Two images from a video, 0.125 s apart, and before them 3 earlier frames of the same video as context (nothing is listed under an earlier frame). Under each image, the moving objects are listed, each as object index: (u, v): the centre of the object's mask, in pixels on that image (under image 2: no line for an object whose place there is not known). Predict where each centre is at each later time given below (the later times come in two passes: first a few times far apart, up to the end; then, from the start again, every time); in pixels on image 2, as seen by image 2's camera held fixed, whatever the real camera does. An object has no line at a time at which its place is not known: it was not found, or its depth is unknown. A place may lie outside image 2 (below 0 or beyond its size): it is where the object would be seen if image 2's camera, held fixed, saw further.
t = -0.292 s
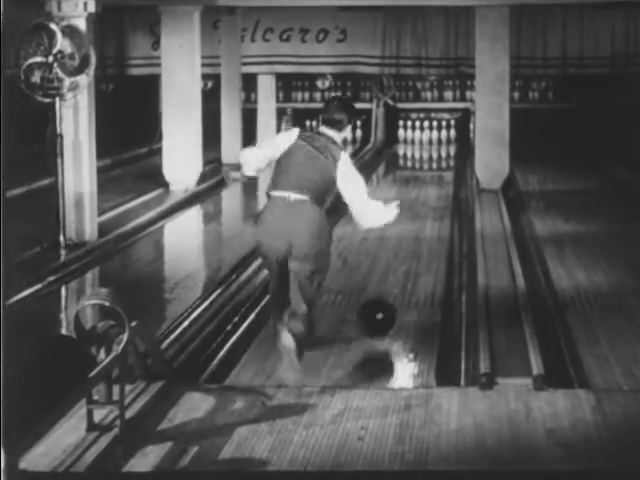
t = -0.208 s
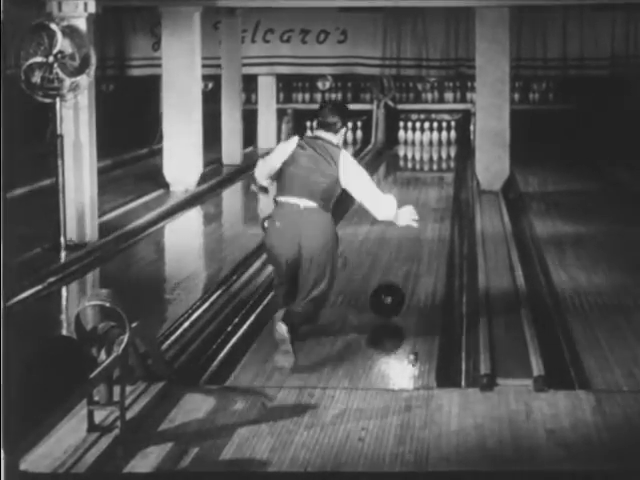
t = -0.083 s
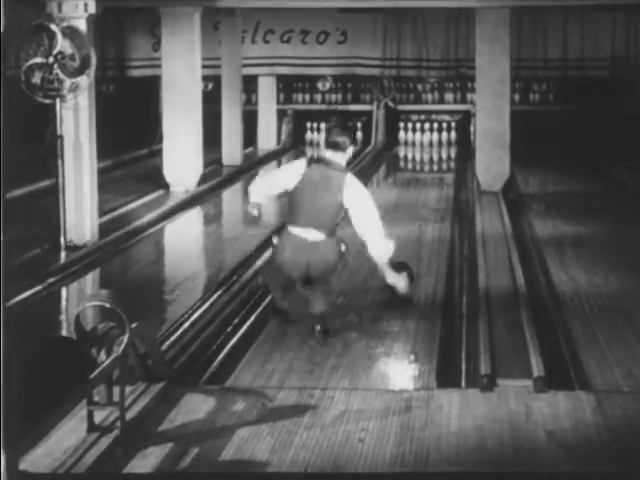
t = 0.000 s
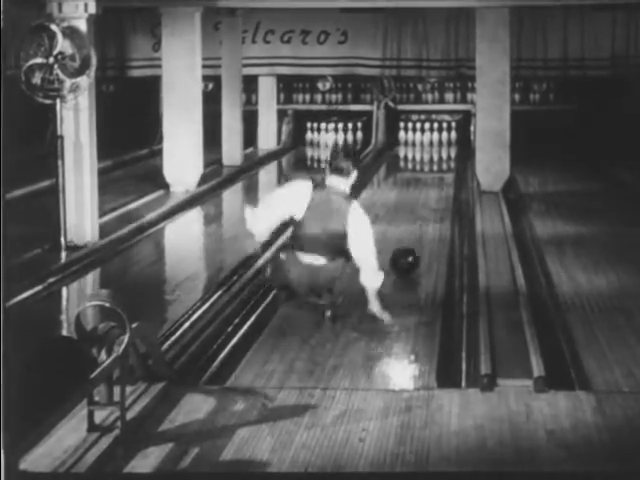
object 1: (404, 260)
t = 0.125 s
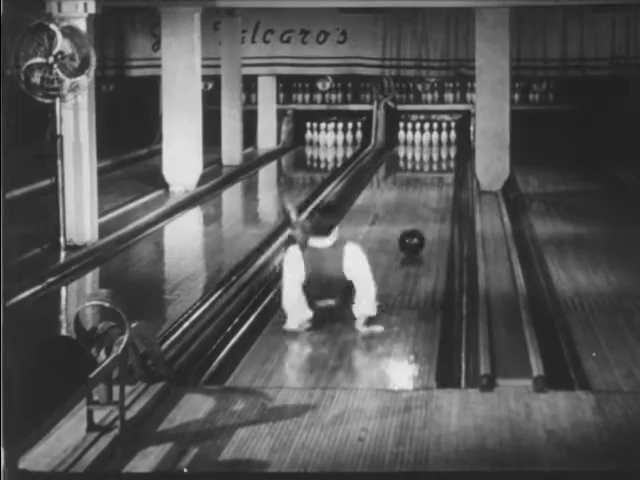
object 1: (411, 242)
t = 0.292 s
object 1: (419, 220)
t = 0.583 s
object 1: (428, 195)
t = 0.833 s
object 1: (432, 178)
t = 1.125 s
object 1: (434, 165)
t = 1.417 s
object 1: (435, 155)
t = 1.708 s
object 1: (435, 148)
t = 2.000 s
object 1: (439, 138)
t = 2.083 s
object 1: (441, 137)
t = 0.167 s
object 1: (413, 236)
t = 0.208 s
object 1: (415, 230)
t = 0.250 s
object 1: (417, 226)
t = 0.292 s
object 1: (419, 220)
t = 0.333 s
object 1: (421, 216)
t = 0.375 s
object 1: (422, 212)
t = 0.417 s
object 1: (423, 209)
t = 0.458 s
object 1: (425, 204)
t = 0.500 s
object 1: (425, 201)
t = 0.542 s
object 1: (427, 198)
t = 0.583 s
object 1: (428, 195)
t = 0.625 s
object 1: (429, 192)
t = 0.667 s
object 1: (429, 189)
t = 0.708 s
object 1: (429, 186)
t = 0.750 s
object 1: (431, 184)
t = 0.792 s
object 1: (432, 181)
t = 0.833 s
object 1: (432, 178)
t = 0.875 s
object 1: (433, 176)
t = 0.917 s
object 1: (433, 173)
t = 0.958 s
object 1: (433, 171)
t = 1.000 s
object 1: (433, 170)
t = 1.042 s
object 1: (434, 168)
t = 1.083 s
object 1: (434, 167)
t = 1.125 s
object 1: (434, 165)
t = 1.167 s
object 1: (434, 164)
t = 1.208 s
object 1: (435, 163)
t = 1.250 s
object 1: (435, 162)
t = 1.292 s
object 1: (434, 161)
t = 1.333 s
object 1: (434, 159)
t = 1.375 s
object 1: (435, 159)
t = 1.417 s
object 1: (435, 155)
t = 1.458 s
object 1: (435, 156)
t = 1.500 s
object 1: (435, 155)
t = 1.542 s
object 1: (435, 152)
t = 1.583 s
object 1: (436, 151)
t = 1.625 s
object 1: (436, 149)
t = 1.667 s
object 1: (435, 149)
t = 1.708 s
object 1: (435, 148)
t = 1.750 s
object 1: (435, 147)
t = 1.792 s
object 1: (435, 146)
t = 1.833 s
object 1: (435, 142)
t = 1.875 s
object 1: (435, 141)
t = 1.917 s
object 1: (435, 140)
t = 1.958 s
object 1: (436, 140)
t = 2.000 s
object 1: (439, 138)
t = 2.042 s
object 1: (441, 137)
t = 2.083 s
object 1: (441, 137)
